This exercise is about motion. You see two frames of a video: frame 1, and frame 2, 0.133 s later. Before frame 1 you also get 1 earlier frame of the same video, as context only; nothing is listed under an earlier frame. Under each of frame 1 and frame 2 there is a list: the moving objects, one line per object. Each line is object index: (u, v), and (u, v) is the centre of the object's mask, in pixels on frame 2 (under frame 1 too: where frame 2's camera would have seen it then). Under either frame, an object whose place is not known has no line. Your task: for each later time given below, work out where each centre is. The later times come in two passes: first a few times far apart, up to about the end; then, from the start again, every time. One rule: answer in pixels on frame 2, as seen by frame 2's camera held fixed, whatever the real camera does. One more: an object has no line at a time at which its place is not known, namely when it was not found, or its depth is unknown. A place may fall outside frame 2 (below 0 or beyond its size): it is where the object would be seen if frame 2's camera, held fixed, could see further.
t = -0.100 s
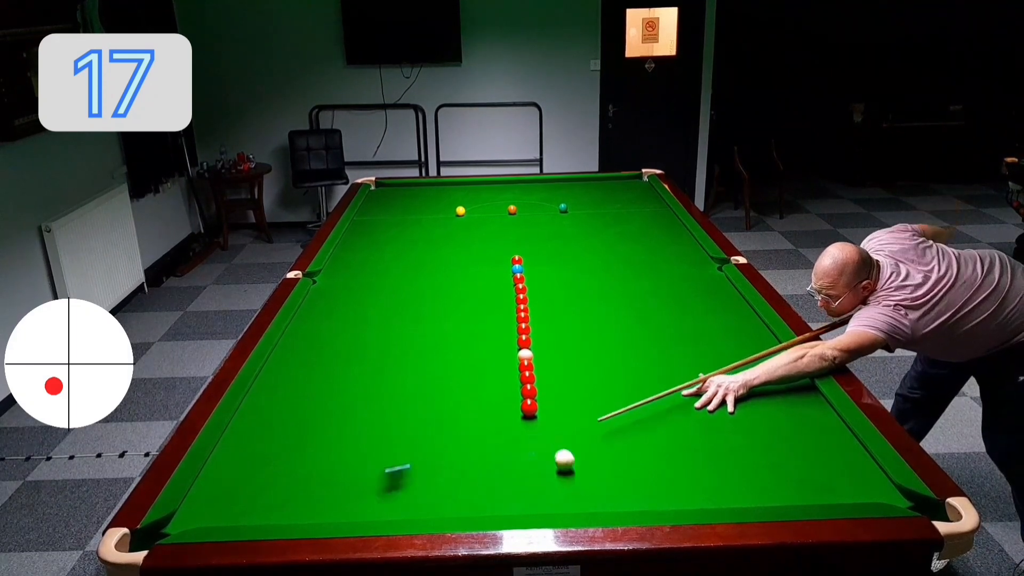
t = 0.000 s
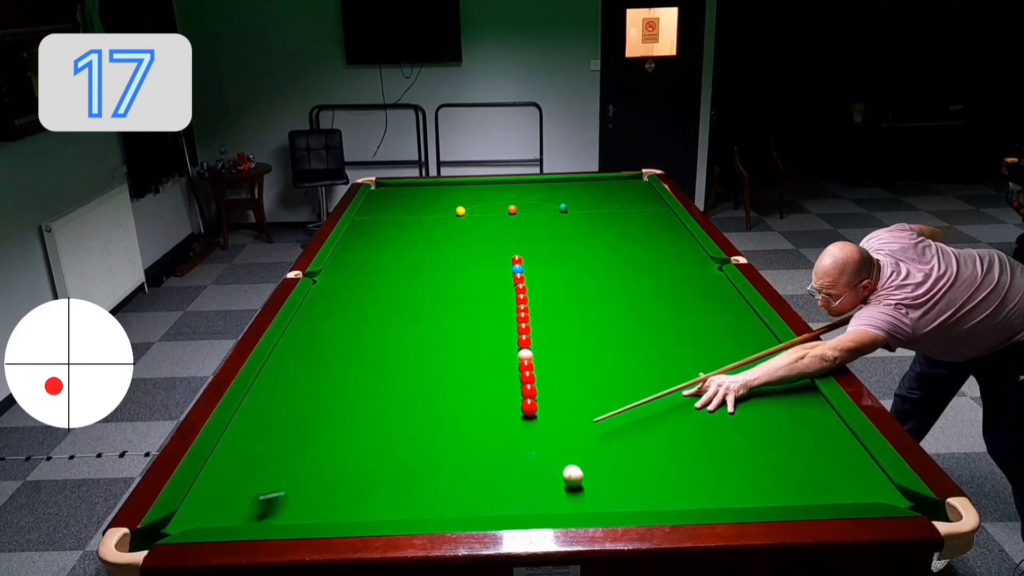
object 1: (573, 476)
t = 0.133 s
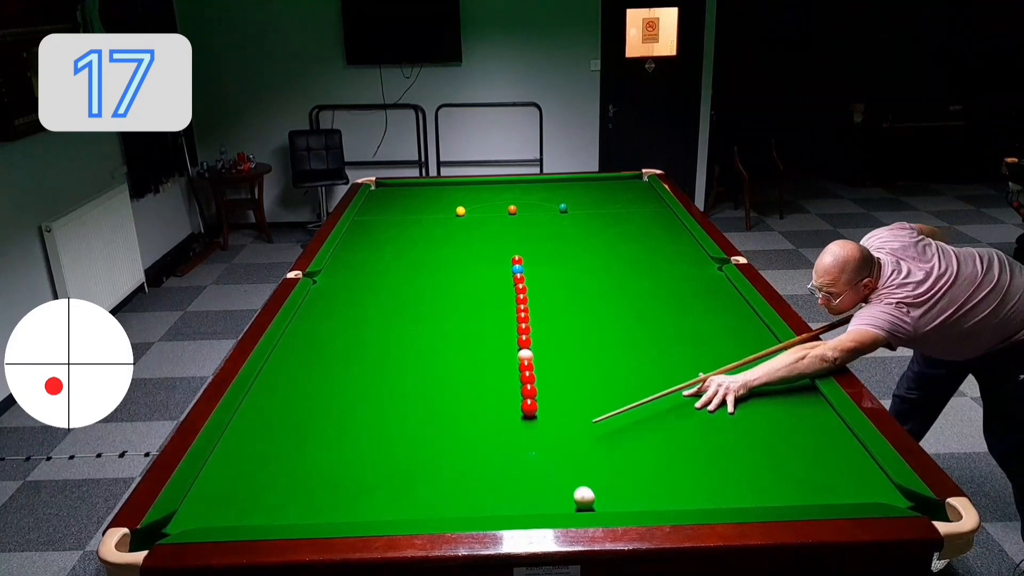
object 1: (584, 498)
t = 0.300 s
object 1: (599, 497)
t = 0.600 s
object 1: (623, 469)
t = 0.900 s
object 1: (643, 446)
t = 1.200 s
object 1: (661, 426)
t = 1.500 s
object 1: (676, 408)
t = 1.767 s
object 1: (688, 394)
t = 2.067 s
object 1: (700, 381)
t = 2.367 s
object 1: (710, 369)
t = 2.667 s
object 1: (720, 358)
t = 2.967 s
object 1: (728, 349)
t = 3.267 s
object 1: (735, 341)
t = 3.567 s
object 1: (741, 334)
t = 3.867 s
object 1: (746, 328)
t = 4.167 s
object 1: (750, 323)
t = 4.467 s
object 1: (753, 319)
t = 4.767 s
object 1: (749, 316)
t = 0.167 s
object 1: (587, 502)
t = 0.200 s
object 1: (590, 505)
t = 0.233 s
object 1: (593, 503)
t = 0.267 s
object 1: (596, 501)
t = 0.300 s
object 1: (599, 497)
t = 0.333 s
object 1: (602, 494)
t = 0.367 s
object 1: (605, 490)
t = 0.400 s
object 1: (607, 487)
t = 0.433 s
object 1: (610, 484)
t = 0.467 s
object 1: (613, 481)
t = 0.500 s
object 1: (615, 478)
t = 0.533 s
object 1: (618, 475)
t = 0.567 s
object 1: (620, 472)
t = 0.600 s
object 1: (623, 469)
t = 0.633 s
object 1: (625, 466)
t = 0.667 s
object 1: (628, 464)
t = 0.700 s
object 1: (630, 461)
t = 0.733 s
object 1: (632, 458)
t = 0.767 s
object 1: (634, 456)
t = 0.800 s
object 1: (637, 453)
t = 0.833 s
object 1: (639, 451)
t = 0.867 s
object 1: (641, 448)
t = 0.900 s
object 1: (643, 446)
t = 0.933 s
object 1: (645, 443)
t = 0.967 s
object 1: (647, 441)
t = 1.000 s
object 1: (649, 439)
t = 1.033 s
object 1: (651, 437)
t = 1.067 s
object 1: (653, 434)
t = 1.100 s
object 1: (655, 432)
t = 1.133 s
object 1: (657, 430)
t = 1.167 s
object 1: (659, 428)
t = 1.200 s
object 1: (661, 426)
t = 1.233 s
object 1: (662, 424)
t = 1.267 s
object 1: (664, 422)
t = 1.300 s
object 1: (666, 420)
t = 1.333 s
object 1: (668, 418)
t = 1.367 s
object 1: (669, 416)
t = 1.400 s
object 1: (671, 414)
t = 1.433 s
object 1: (673, 412)
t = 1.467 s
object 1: (674, 410)
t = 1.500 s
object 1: (676, 408)
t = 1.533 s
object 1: (678, 407)
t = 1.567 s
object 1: (679, 405)
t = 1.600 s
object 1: (681, 403)
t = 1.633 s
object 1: (682, 401)
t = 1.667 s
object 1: (684, 399)
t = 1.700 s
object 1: (685, 398)
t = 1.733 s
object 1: (687, 396)
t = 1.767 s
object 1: (688, 394)
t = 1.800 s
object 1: (689, 393)
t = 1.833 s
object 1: (691, 391)
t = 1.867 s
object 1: (692, 390)
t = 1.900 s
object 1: (693, 388)
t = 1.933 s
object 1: (695, 387)
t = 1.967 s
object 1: (696, 385)
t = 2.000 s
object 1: (697, 384)
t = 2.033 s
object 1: (699, 383)
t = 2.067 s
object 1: (700, 381)
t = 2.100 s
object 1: (701, 379)
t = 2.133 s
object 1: (702, 378)
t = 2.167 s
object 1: (704, 377)
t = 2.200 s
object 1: (705, 375)
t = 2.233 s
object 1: (706, 374)
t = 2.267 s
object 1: (707, 373)
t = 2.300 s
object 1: (708, 372)
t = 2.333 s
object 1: (709, 370)
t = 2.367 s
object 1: (710, 369)
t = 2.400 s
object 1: (712, 368)
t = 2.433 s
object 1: (713, 367)
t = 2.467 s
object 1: (714, 365)
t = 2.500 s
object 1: (715, 364)
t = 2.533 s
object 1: (716, 363)
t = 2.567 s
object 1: (717, 362)
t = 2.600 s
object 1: (718, 361)
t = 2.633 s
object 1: (719, 360)
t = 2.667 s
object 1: (720, 358)
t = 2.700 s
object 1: (721, 357)
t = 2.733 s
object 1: (722, 356)
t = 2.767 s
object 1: (723, 355)
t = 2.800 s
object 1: (724, 354)
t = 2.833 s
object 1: (725, 353)
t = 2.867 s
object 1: (725, 352)
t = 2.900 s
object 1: (726, 351)
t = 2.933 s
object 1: (727, 350)
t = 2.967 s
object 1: (728, 349)
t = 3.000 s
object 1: (729, 348)
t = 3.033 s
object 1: (730, 347)
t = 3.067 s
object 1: (730, 347)
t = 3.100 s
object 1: (731, 346)
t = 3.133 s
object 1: (732, 345)
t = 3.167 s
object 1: (733, 344)
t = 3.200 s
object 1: (733, 343)
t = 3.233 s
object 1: (734, 342)
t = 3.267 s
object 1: (735, 341)
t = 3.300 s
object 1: (735, 340)
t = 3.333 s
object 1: (736, 340)
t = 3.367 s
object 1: (737, 339)
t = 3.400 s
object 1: (738, 338)
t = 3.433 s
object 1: (738, 337)
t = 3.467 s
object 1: (739, 337)
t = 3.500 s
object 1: (739, 336)
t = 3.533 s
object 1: (740, 335)
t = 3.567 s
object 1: (741, 334)
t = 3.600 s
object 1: (741, 334)
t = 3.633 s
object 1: (742, 333)
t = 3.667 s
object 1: (743, 332)
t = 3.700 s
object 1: (743, 332)
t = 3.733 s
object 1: (744, 331)
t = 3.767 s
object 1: (744, 330)
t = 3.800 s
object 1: (745, 330)
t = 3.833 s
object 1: (745, 329)
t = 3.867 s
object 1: (746, 328)
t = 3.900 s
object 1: (746, 328)
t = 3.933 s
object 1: (747, 327)
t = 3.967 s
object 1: (747, 327)
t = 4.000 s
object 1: (747, 326)
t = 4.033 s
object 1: (748, 325)
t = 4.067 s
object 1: (748, 325)
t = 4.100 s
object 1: (749, 324)
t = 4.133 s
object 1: (749, 324)
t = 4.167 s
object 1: (750, 323)
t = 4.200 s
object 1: (750, 323)
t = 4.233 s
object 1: (751, 322)
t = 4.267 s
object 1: (751, 322)
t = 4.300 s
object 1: (751, 321)
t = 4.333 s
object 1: (752, 321)
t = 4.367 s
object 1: (752, 320)
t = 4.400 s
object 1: (752, 320)
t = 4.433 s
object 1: (753, 319)
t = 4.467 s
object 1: (753, 319)
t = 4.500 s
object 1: (753, 319)
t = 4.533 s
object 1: (753, 318)
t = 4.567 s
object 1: (753, 318)
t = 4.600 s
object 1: (752, 318)
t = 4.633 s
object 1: (751, 317)
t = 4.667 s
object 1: (751, 317)
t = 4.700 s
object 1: (750, 317)
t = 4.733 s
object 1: (750, 316)
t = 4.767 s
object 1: (749, 316)
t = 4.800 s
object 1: (749, 316)
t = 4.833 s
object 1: (748, 316)
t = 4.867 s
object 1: (748, 315)
